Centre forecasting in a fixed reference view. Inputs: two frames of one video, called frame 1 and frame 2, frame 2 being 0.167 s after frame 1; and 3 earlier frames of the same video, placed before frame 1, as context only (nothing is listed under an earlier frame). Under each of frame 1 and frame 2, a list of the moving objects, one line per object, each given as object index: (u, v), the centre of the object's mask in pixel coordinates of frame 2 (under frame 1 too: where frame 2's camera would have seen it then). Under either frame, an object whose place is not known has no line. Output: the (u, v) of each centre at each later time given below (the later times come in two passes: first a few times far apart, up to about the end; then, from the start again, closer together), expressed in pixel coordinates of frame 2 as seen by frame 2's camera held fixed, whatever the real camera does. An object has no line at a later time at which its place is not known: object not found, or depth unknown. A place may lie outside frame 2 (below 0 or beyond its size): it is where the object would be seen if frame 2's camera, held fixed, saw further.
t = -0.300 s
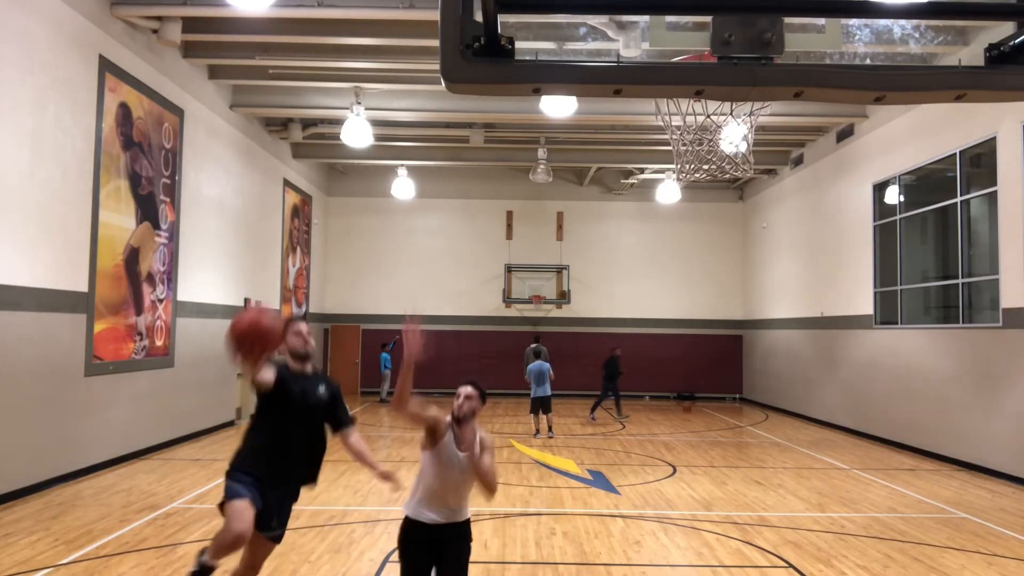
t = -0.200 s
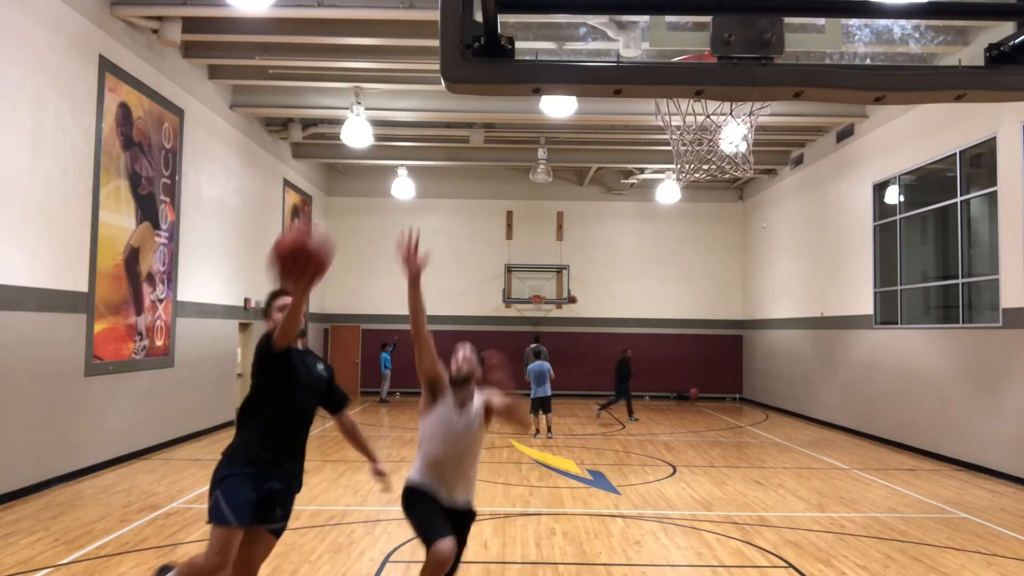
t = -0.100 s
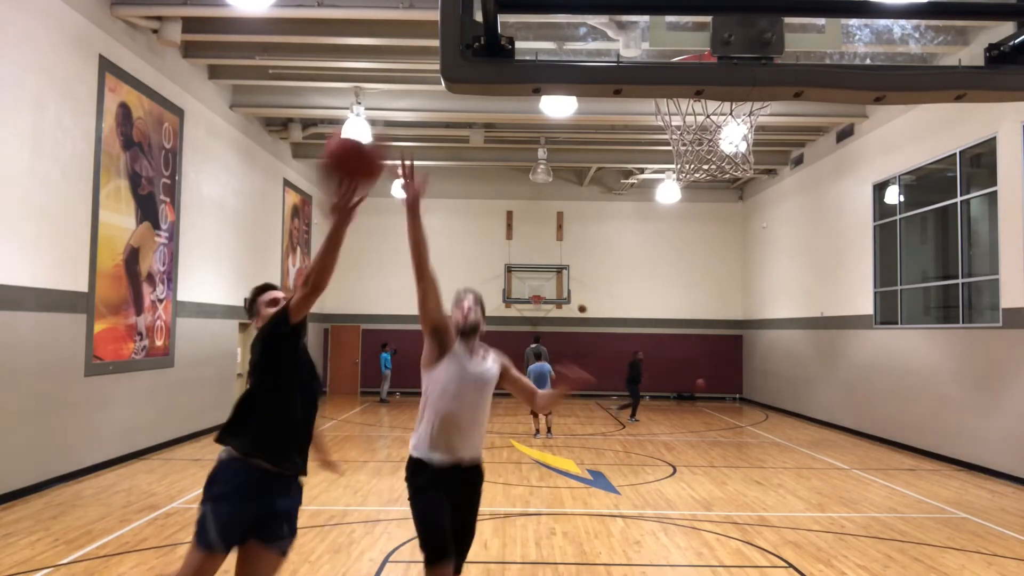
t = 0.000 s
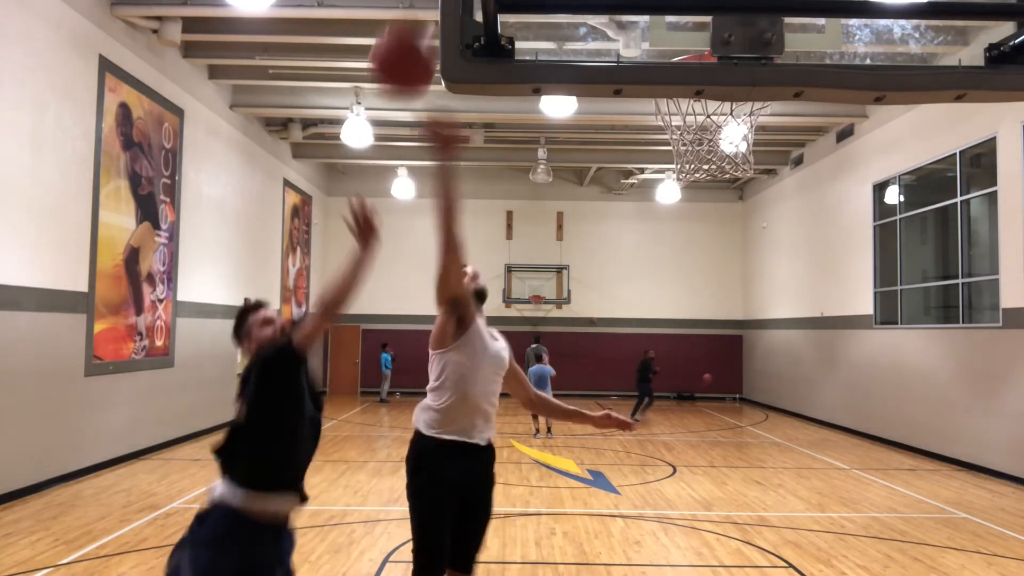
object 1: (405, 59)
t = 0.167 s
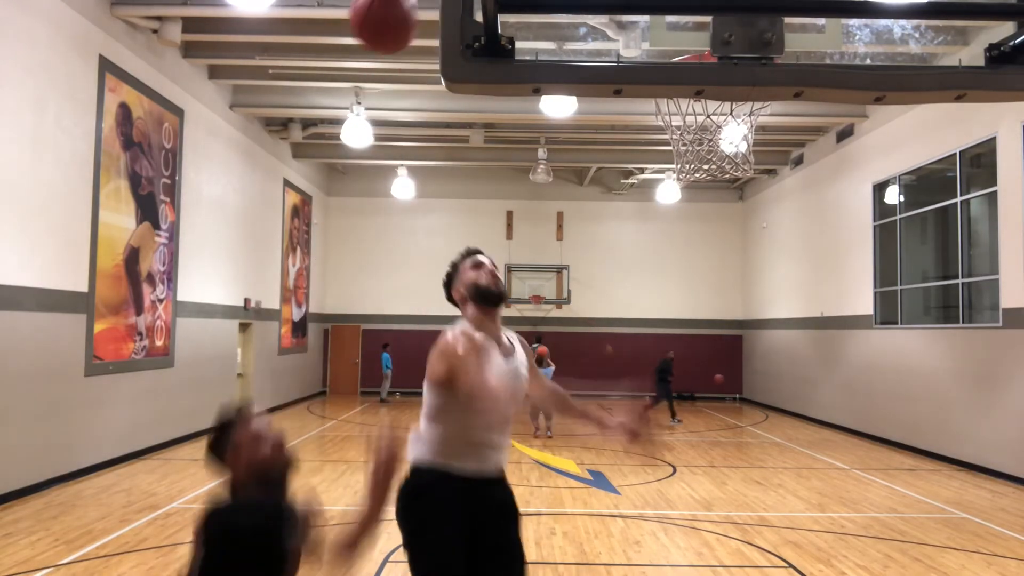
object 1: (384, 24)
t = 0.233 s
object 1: (359, 41)
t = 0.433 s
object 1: (300, 149)
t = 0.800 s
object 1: (219, 470)
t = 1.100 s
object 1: (186, 557)
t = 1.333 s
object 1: (189, 401)
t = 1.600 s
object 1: (189, 351)
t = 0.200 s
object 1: (371, 29)
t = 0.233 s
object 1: (359, 41)
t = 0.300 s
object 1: (338, 71)
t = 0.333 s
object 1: (328, 89)
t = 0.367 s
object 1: (317, 110)
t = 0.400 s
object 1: (309, 130)
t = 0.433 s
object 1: (300, 149)
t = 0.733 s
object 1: (232, 401)
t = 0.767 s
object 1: (225, 433)
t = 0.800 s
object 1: (219, 470)
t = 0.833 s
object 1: (213, 505)
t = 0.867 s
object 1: (205, 535)
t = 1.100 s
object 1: (186, 557)
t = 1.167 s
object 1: (187, 499)
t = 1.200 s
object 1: (187, 475)
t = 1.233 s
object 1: (188, 453)
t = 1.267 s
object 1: (188, 432)
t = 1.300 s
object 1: (189, 417)
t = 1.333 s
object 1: (189, 401)
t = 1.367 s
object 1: (189, 388)
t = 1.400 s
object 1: (189, 378)
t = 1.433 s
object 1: (189, 369)
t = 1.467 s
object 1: (190, 361)
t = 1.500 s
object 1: (190, 357)
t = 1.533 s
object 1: (190, 353)
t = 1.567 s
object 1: (190, 351)
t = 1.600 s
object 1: (189, 351)
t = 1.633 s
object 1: (189, 353)
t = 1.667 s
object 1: (189, 356)
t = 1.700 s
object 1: (188, 361)
